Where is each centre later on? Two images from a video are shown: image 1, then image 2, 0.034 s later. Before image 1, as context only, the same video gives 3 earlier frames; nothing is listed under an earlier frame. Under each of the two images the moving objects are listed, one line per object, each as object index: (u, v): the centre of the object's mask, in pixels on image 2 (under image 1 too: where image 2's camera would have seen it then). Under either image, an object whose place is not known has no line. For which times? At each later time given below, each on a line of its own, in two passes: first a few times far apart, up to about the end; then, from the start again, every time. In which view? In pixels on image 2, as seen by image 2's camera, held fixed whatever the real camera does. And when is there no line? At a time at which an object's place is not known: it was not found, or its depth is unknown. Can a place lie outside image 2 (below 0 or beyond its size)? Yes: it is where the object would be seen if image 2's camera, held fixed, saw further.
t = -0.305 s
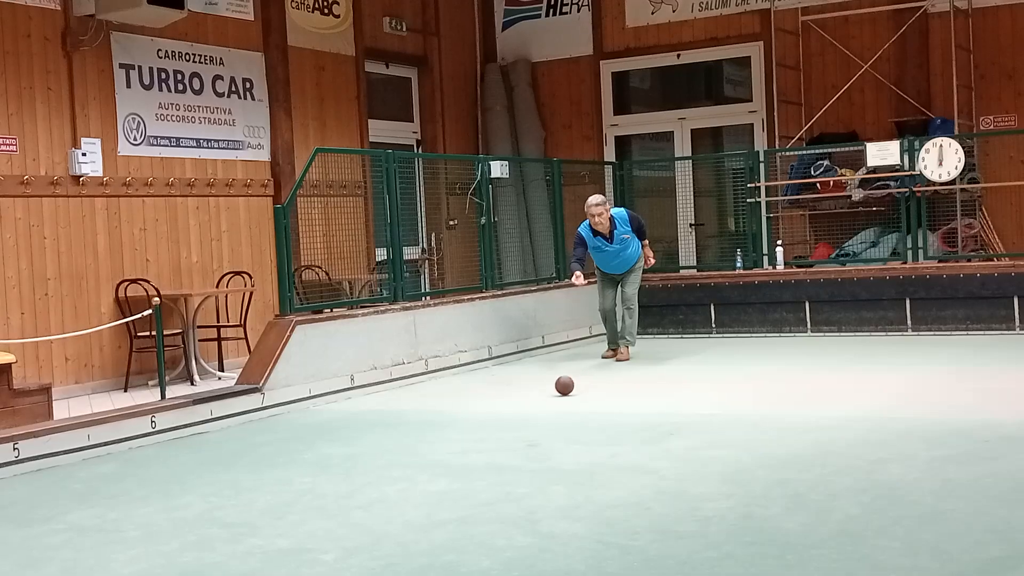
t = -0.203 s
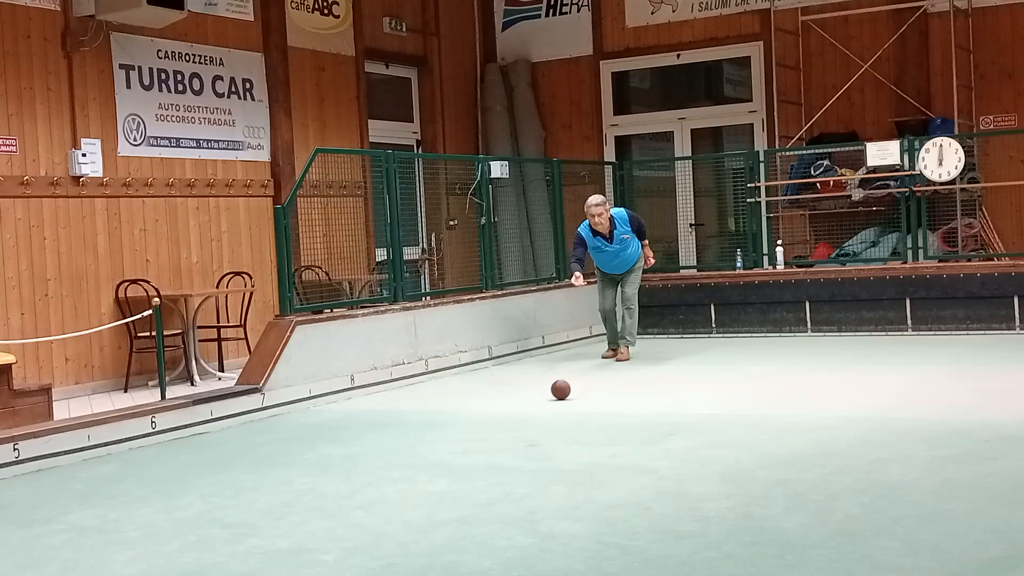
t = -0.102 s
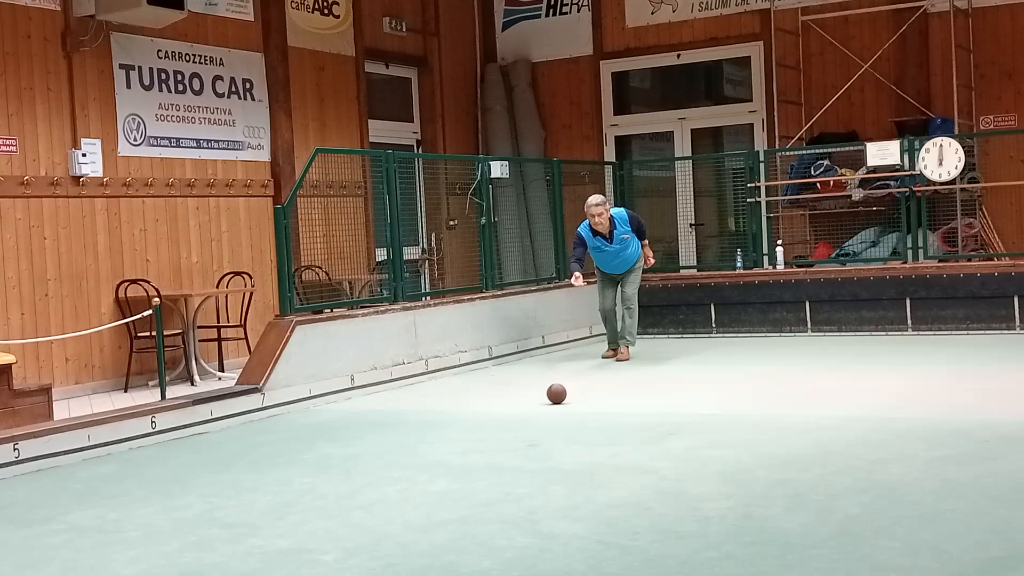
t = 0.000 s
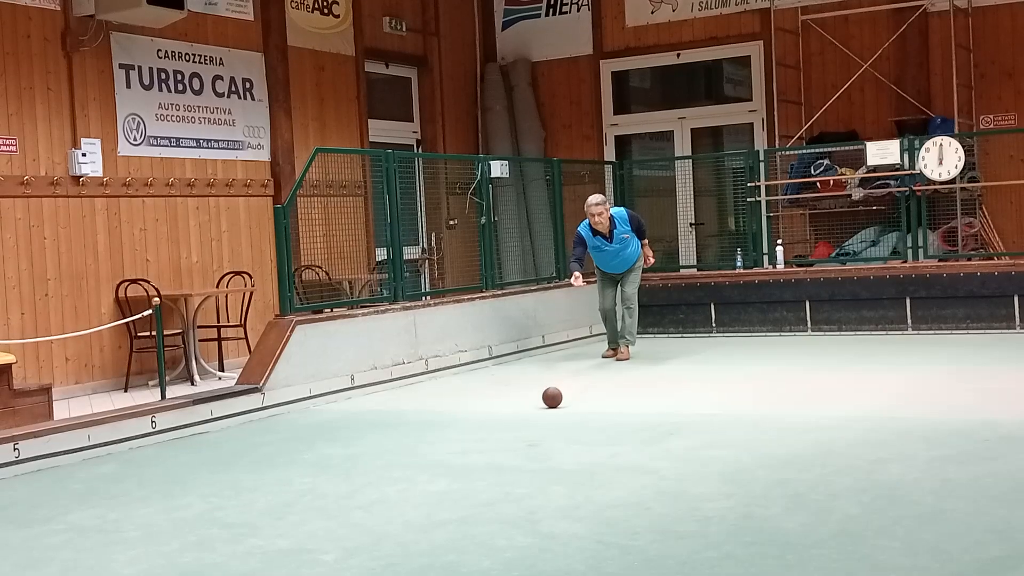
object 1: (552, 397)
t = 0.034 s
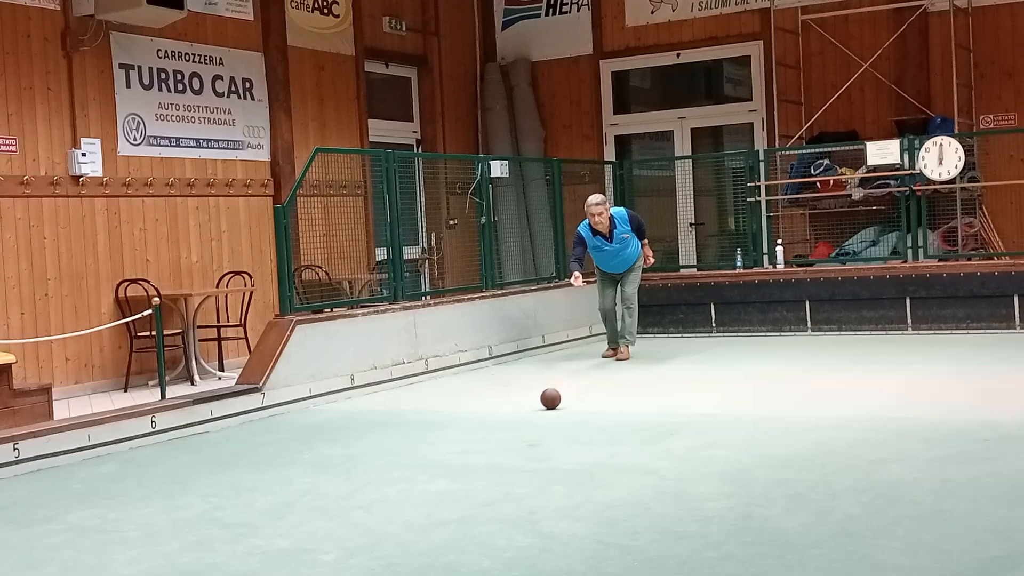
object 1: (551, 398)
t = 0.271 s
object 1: (539, 409)
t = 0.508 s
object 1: (526, 421)
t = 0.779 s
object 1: (509, 436)
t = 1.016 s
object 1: (492, 451)
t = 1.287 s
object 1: (468, 470)
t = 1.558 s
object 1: (441, 493)
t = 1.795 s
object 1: (413, 516)
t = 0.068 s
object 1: (549, 400)
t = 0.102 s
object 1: (547, 402)
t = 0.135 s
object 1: (546, 403)
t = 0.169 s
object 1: (544, 405)
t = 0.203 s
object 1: (542, 406)
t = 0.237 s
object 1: (541, 408)
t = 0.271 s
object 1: (539, 409)
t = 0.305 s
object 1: (537, 411)
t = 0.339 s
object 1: (536, 413)
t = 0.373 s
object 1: (534, 414)
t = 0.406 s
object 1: (532, 416)
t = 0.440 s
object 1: (530, 418)
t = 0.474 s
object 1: (528, 419)
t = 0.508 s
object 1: (526, 421)
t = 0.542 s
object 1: (524, 423)
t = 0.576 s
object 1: (522, 425)
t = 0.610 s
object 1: (520, 426)
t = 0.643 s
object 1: (518, 428)
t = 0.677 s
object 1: (516, 430)
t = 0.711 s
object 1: (513, 432)
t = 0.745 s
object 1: (511, 434)
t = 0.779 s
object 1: (509, 436)
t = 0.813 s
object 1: (507, 438)
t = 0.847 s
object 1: (504, 440)
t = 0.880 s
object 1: (502, 442)
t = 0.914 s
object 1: (499, 444)
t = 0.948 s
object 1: (497, 447)
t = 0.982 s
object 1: (494, 449)
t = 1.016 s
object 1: (492, 451)
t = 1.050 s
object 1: (489, 453)
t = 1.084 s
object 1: (486, 456)
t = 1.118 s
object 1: (483, 458)
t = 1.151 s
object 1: (480, 460)
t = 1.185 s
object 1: (477, 463)
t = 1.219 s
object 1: (474, 465)
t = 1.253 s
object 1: (471, 468)
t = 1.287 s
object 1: (468, 470)
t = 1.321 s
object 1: (465, 473)
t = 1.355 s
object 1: (462, 476)
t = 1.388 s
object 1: (458, 479)
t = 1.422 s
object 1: (455, 481)
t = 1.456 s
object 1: (452, 484)
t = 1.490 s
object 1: (448, 487)
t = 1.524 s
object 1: (445, 490)
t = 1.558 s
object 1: (441, 493)
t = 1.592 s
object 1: (437, 496)
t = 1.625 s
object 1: (434, 500)
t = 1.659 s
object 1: (430, 503)
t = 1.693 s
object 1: (426, 506)
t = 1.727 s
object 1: (422, 509)
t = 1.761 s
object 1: (418, 513)
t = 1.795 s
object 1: (413, 516)
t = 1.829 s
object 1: (409, 520)
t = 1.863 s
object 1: (405, 523)
